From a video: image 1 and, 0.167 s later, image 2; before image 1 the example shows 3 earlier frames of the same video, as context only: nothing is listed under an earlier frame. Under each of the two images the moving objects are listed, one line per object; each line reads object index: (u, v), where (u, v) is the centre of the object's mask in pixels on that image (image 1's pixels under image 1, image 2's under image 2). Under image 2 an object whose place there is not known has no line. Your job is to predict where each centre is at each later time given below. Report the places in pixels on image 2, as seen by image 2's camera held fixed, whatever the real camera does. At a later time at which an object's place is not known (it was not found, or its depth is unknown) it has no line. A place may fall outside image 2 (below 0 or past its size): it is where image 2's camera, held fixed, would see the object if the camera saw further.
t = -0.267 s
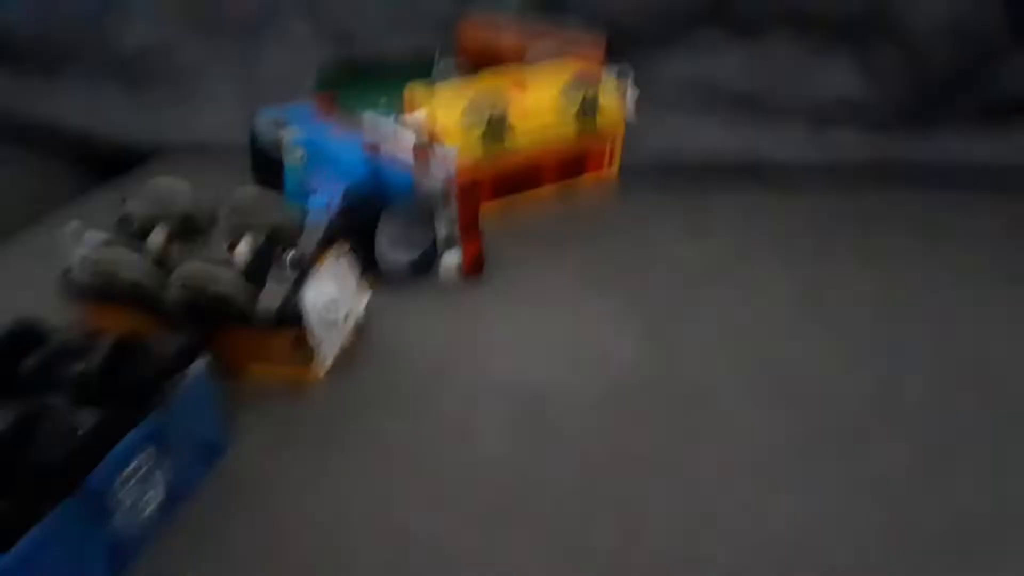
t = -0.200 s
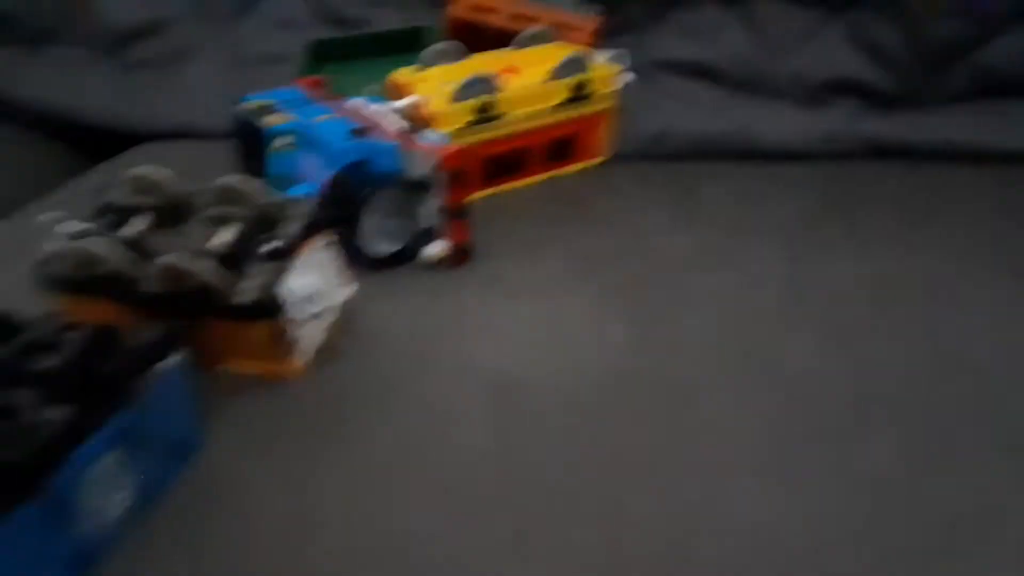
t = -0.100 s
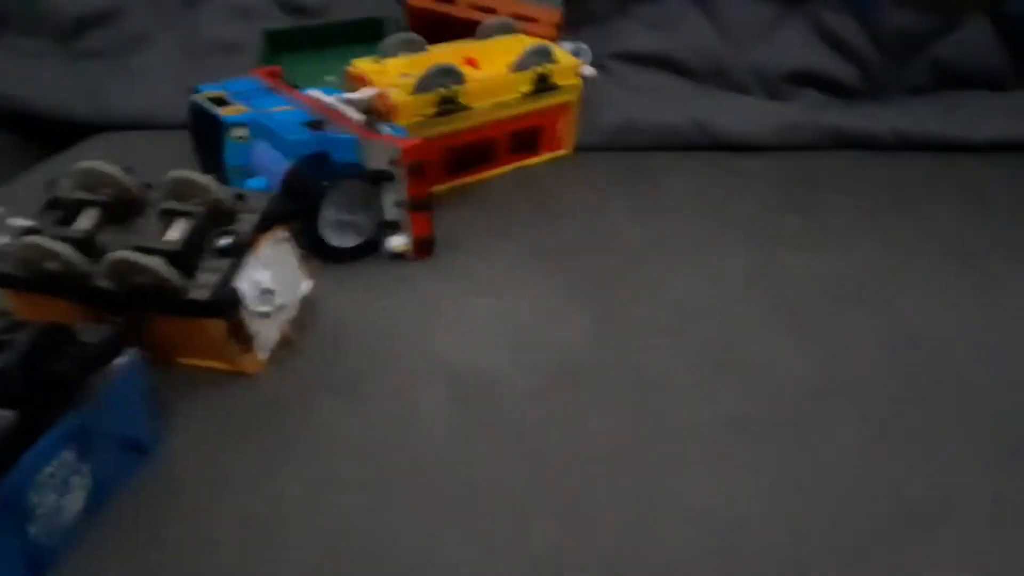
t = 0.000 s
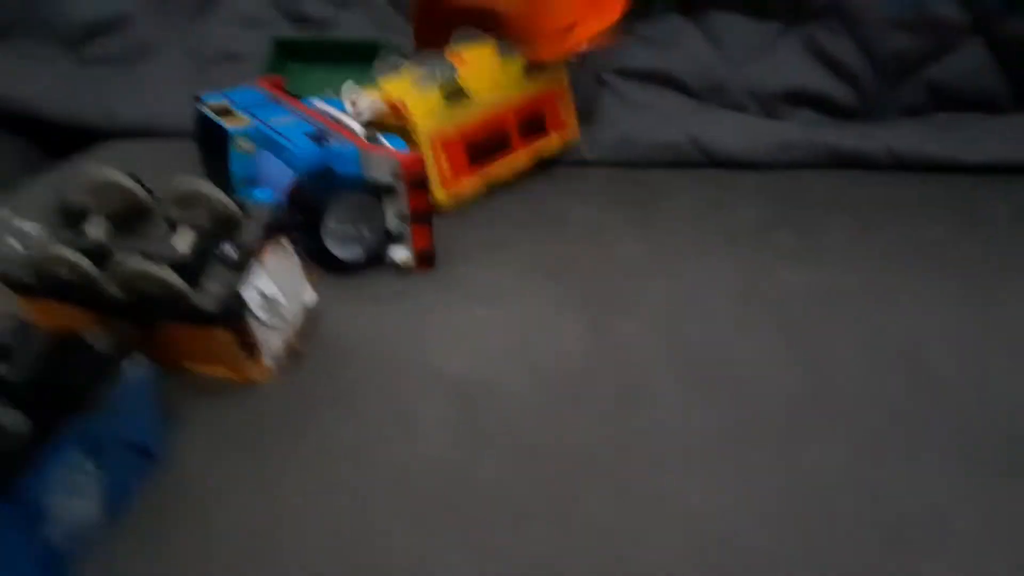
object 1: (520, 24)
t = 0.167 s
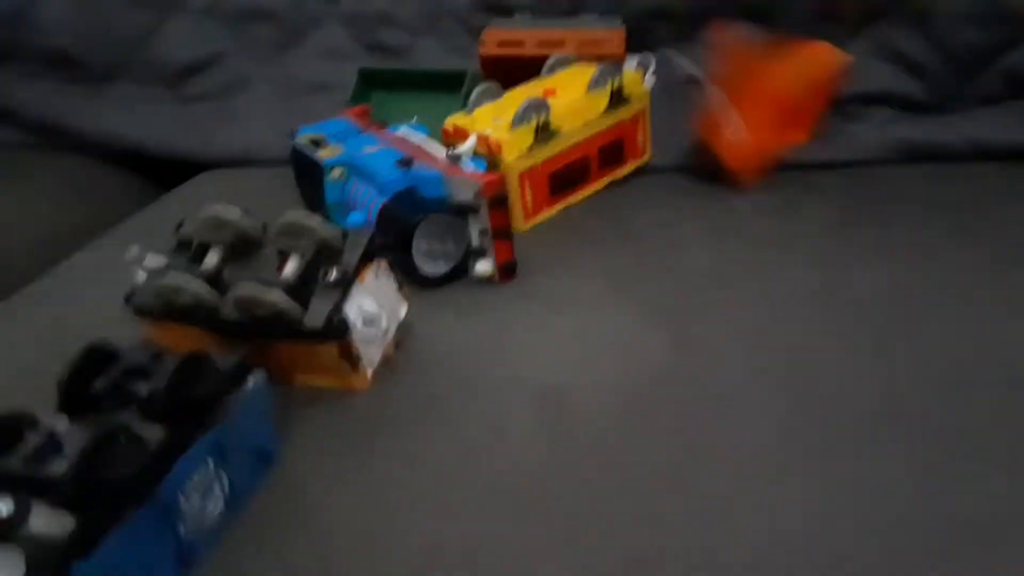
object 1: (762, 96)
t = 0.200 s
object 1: (778, 116)
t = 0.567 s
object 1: (823, 122)
